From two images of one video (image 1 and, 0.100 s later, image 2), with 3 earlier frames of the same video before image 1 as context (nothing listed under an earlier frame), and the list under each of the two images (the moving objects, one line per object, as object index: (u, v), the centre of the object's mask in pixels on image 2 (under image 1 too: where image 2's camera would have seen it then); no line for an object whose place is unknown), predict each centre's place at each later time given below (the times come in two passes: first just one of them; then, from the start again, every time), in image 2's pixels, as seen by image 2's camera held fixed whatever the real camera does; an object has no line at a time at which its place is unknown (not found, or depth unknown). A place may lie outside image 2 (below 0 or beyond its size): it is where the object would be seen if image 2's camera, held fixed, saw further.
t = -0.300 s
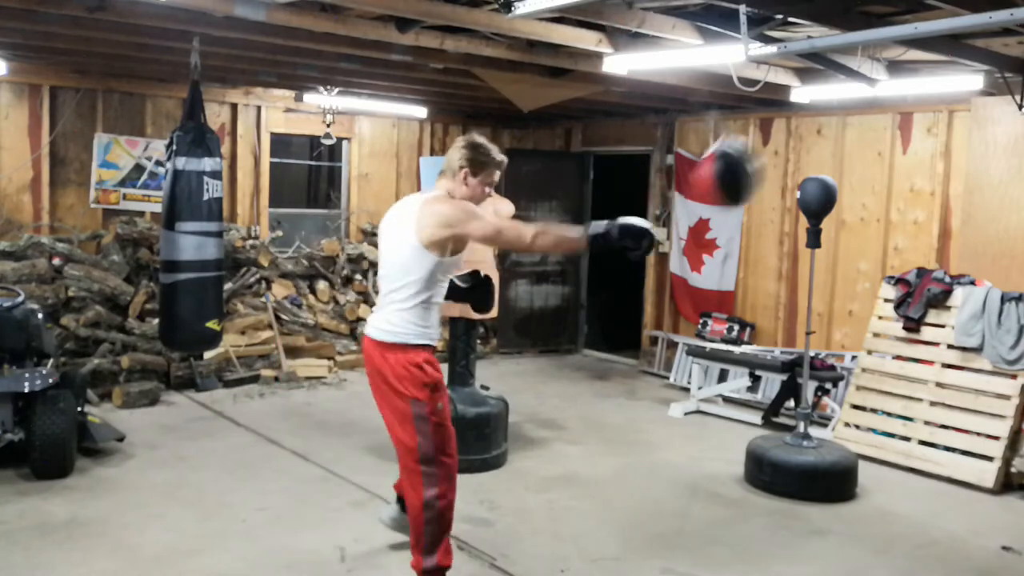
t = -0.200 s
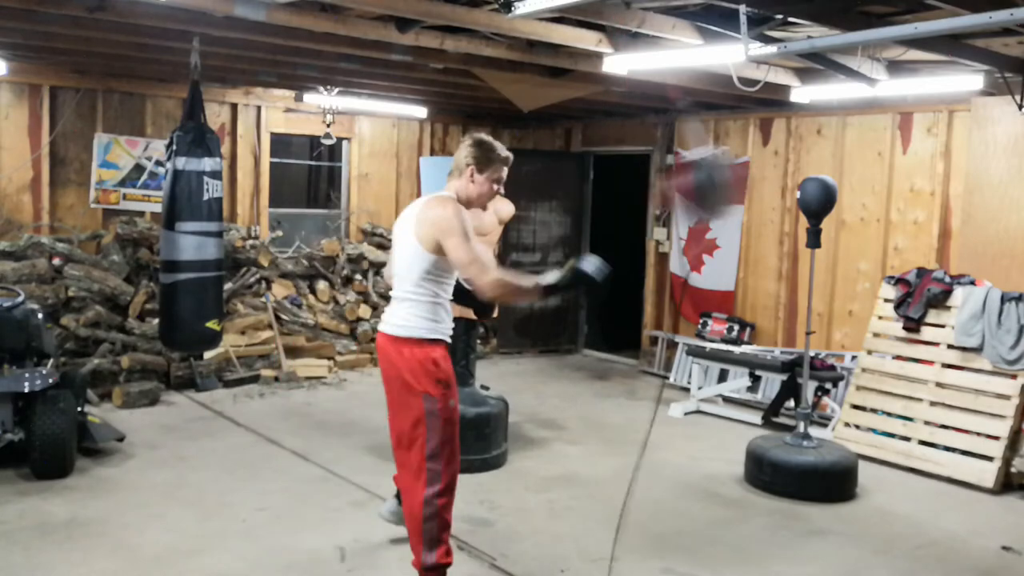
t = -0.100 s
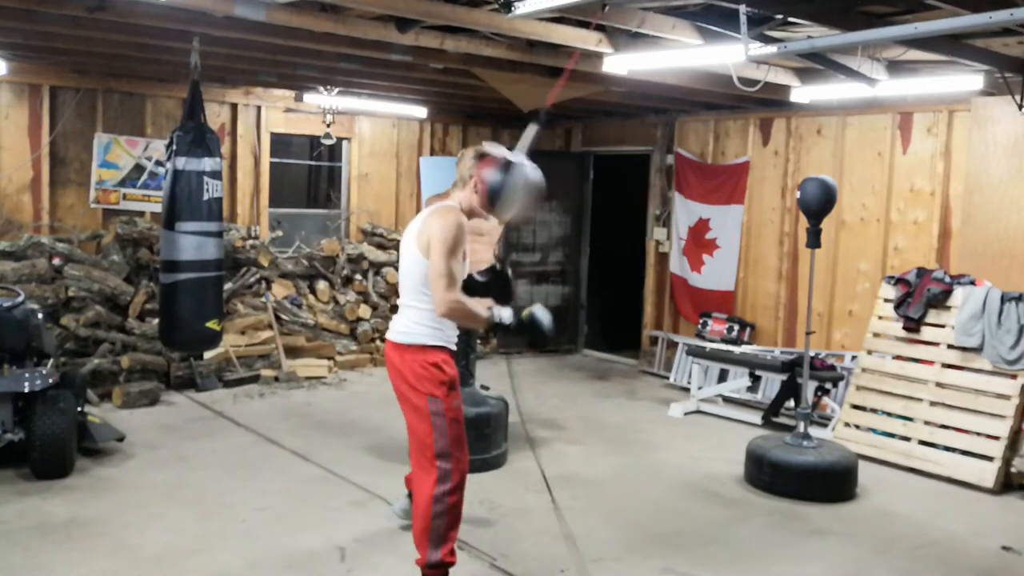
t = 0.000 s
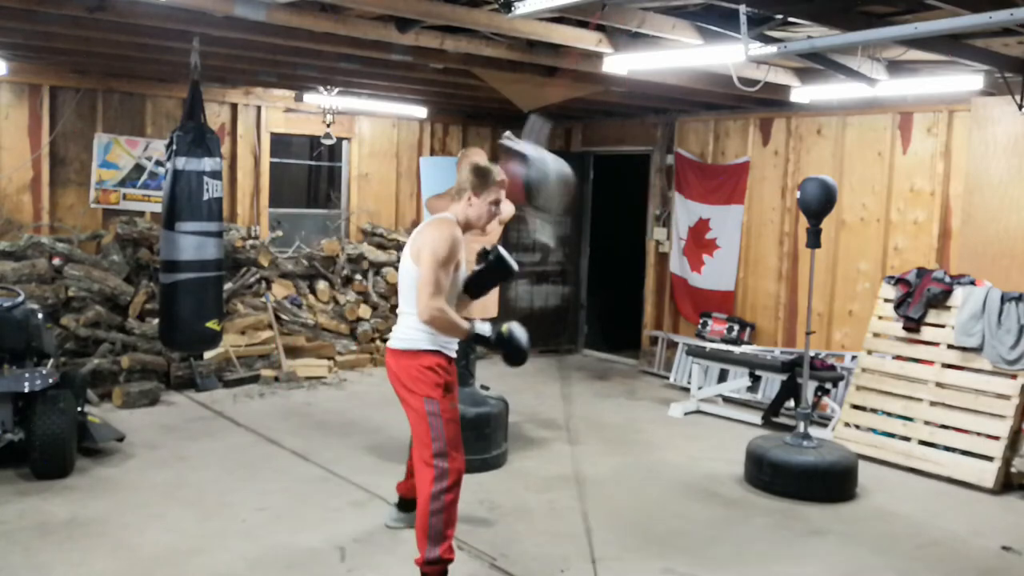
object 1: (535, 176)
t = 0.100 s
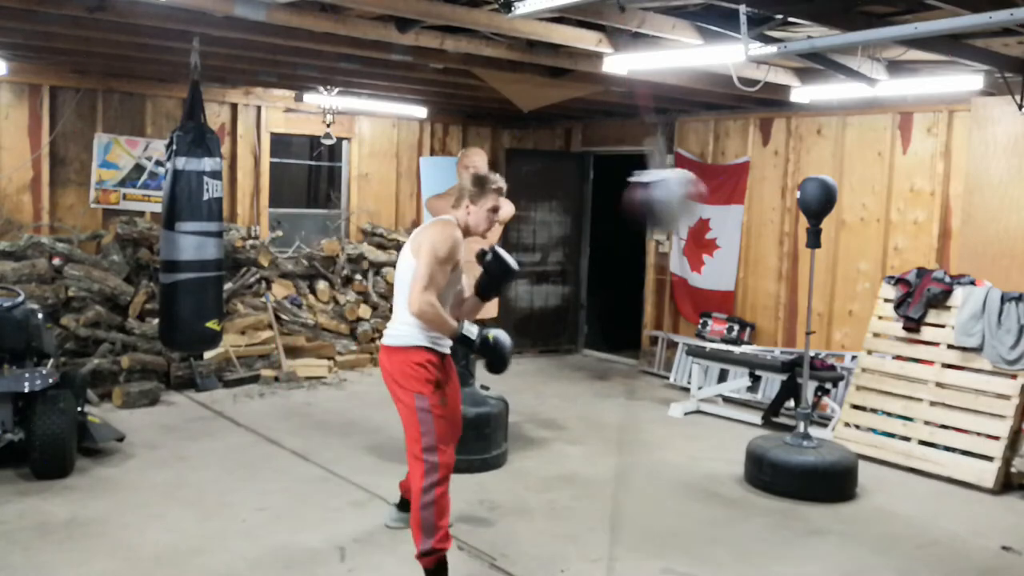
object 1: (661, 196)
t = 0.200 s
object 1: (717, 182)
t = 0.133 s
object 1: (699, 190)
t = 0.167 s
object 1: (716, 184)
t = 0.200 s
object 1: (717, 182)
